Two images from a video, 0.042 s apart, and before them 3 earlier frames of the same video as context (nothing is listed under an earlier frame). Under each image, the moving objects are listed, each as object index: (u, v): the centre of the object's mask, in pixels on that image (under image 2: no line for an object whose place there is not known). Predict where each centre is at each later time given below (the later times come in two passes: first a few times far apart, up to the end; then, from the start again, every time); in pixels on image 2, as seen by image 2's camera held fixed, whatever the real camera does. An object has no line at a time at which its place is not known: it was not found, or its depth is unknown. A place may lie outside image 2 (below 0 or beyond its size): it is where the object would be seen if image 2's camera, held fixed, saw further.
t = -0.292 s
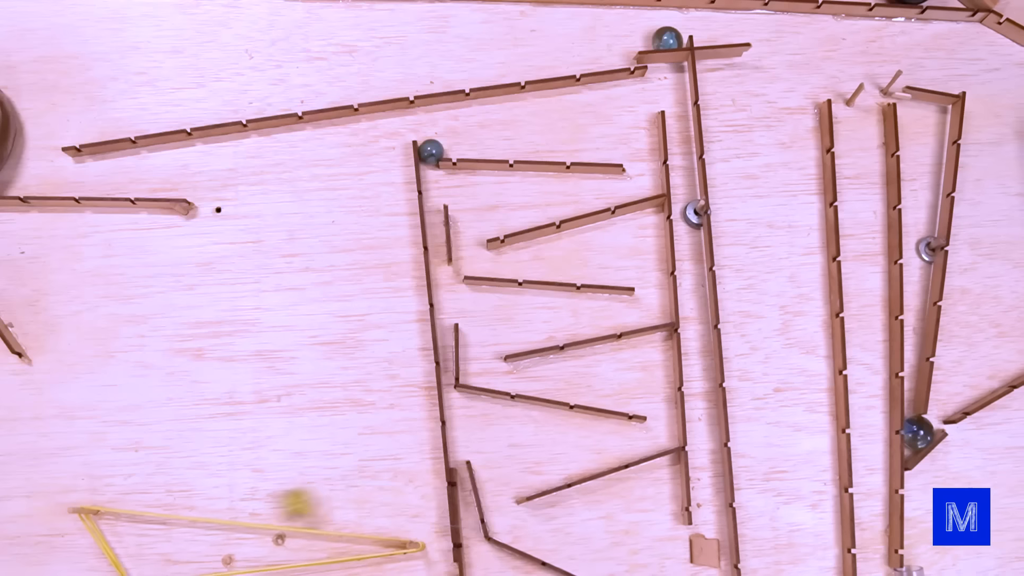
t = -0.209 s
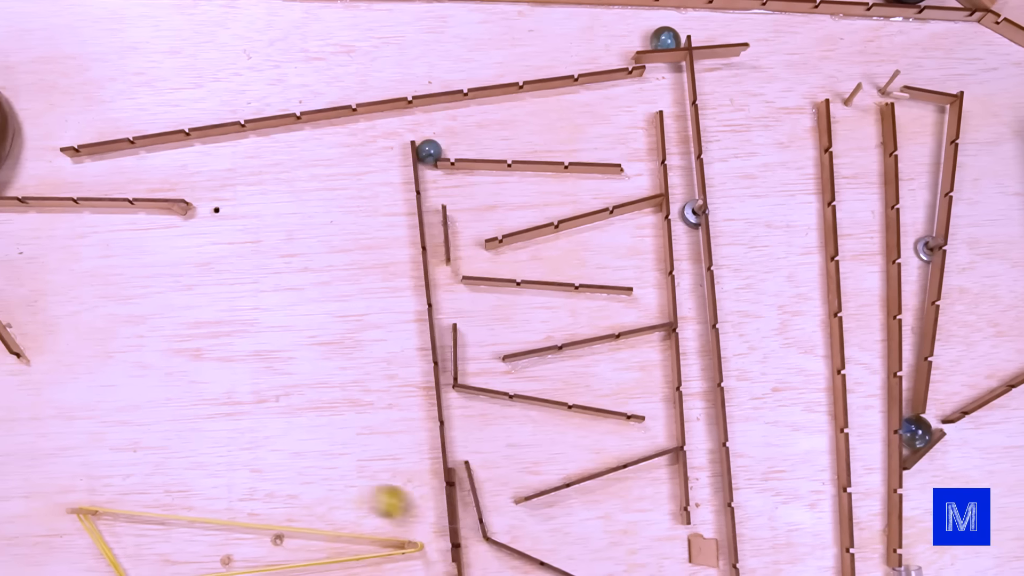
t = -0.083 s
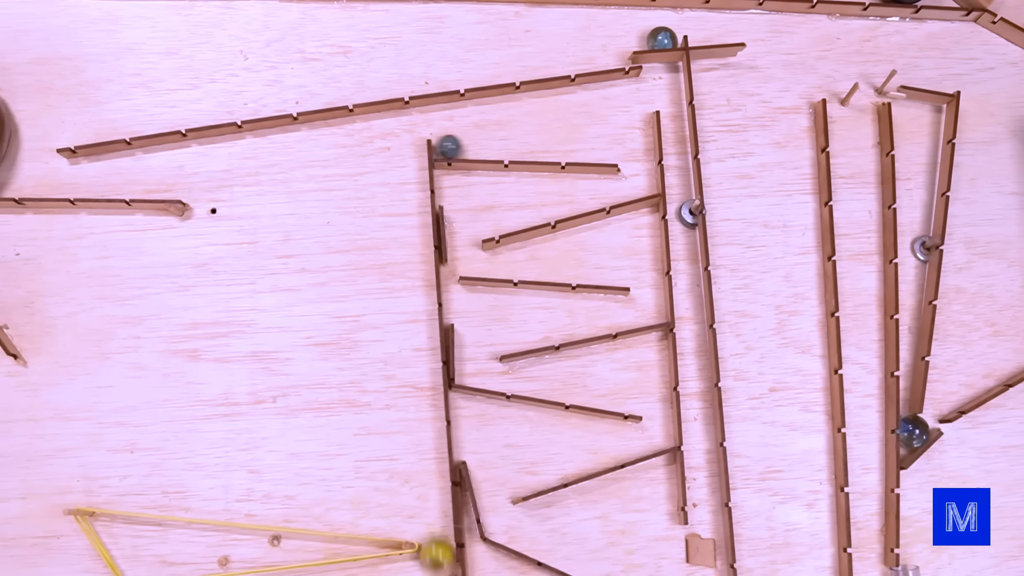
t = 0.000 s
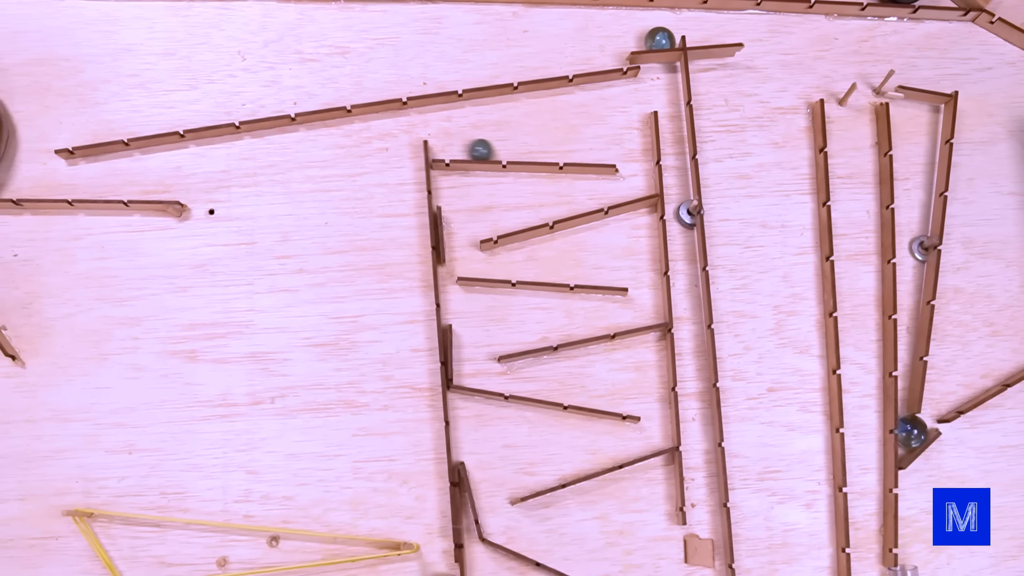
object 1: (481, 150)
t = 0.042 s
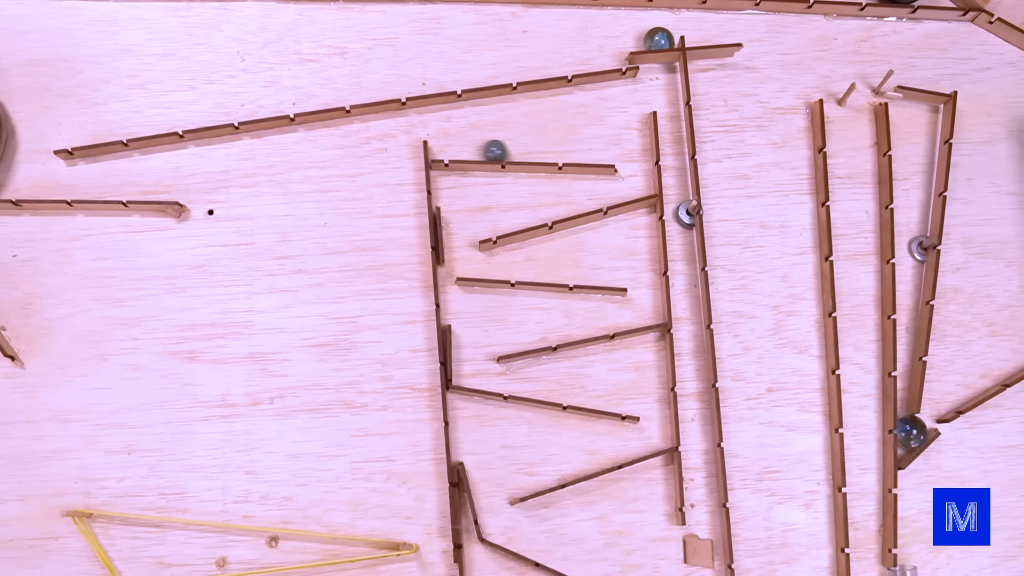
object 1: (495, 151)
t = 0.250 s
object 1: (566, 153)
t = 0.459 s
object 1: (638, 162)
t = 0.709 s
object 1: (608, 195)
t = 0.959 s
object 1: (544, 213)
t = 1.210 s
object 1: (457, 243)
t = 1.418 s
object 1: (483, 267)
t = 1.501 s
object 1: (491, 268)
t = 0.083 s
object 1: (509, 151)
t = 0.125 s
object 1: (523, 152)
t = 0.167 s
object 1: (537, 152)
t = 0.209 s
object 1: (552, 153)
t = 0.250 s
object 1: (566, 153)
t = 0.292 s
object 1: (580, 153)
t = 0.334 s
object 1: (595, 154)
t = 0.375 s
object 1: (609, 154)
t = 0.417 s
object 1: (623, 156)
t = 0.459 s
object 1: (638, 162)
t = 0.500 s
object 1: (638, 173)
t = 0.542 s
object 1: (635, 188)
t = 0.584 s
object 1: (628, 183)
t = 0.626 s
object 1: (622, 187)
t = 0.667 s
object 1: (616, 193)
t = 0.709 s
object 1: (608, 195)
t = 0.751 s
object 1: (600, 198)
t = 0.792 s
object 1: (591, 201)
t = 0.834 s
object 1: (580, 204)
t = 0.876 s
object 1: (569, 206)
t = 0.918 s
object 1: (557, 210)
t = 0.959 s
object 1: (544, 213)
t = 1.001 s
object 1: (530, 216)
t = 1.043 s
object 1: (516, 220)
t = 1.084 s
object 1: (501, 224)
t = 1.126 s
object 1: (485, 229)
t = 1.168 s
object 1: (468, 234)
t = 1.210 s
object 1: (457, 243)
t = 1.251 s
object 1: (468, 257)
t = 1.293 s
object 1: (474, 261)
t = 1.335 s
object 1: (477, 266)
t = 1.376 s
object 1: (479, 265)
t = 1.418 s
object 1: (483, 267)
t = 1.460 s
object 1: (487, 267)
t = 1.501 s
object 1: (491, 268)
